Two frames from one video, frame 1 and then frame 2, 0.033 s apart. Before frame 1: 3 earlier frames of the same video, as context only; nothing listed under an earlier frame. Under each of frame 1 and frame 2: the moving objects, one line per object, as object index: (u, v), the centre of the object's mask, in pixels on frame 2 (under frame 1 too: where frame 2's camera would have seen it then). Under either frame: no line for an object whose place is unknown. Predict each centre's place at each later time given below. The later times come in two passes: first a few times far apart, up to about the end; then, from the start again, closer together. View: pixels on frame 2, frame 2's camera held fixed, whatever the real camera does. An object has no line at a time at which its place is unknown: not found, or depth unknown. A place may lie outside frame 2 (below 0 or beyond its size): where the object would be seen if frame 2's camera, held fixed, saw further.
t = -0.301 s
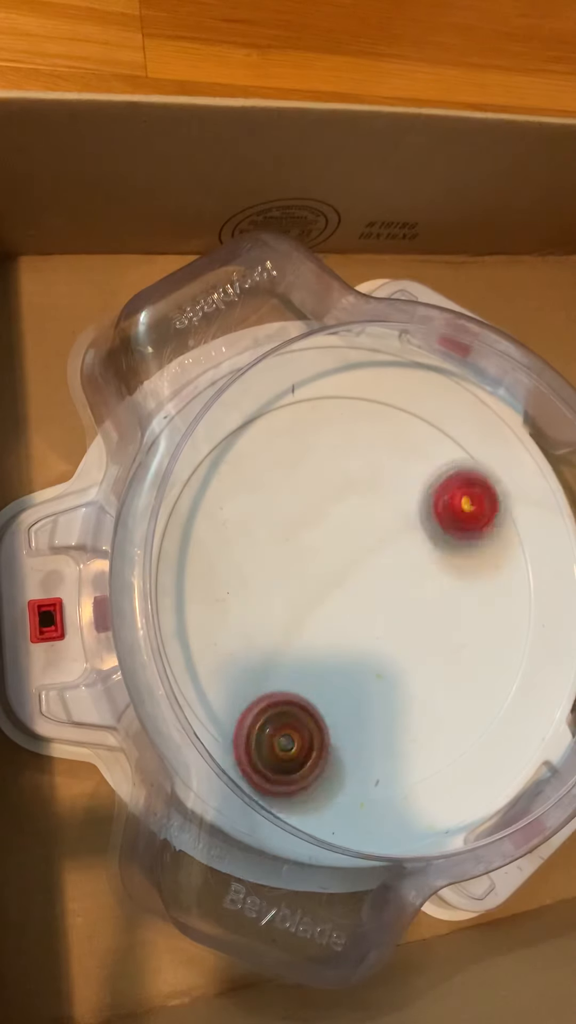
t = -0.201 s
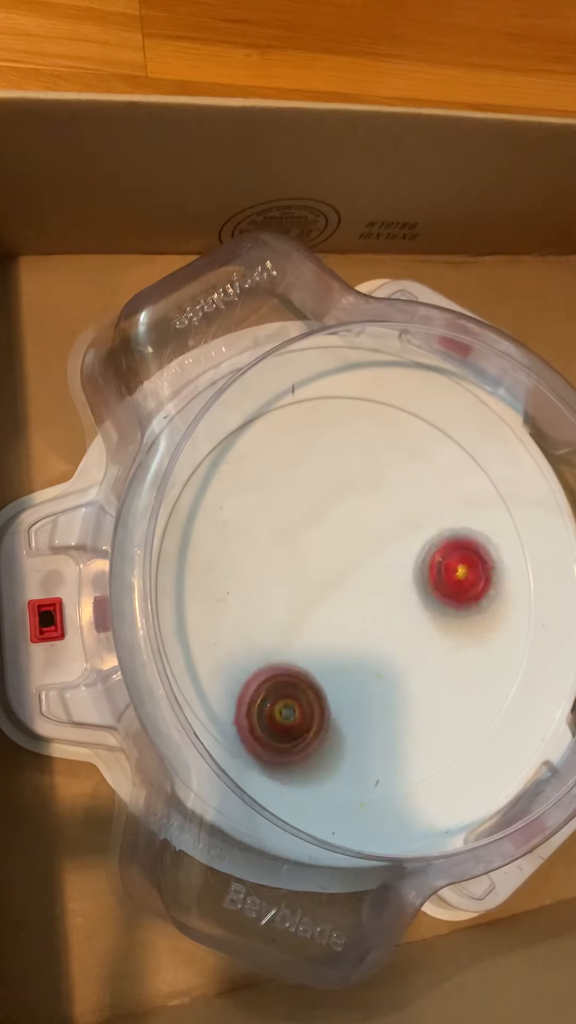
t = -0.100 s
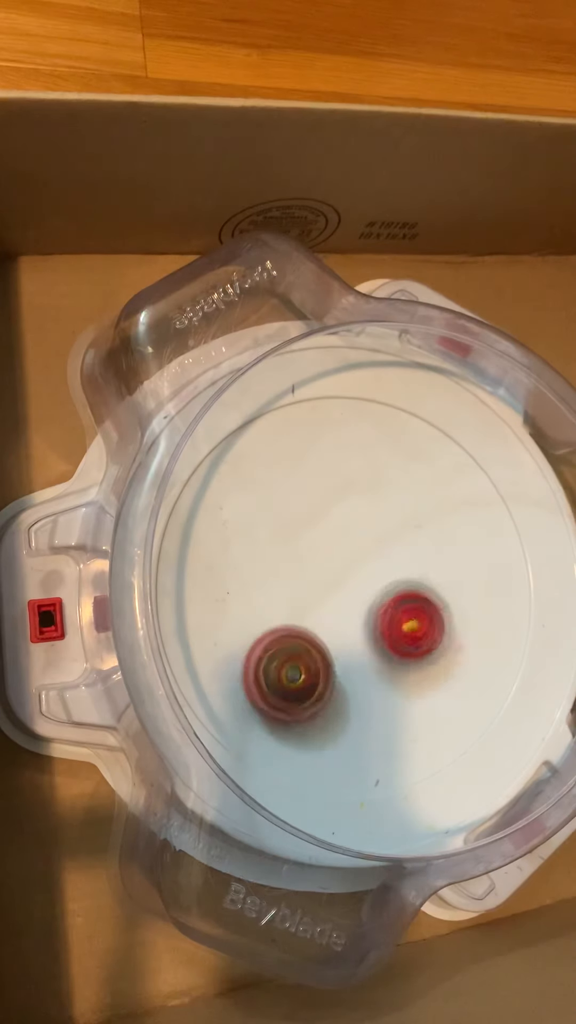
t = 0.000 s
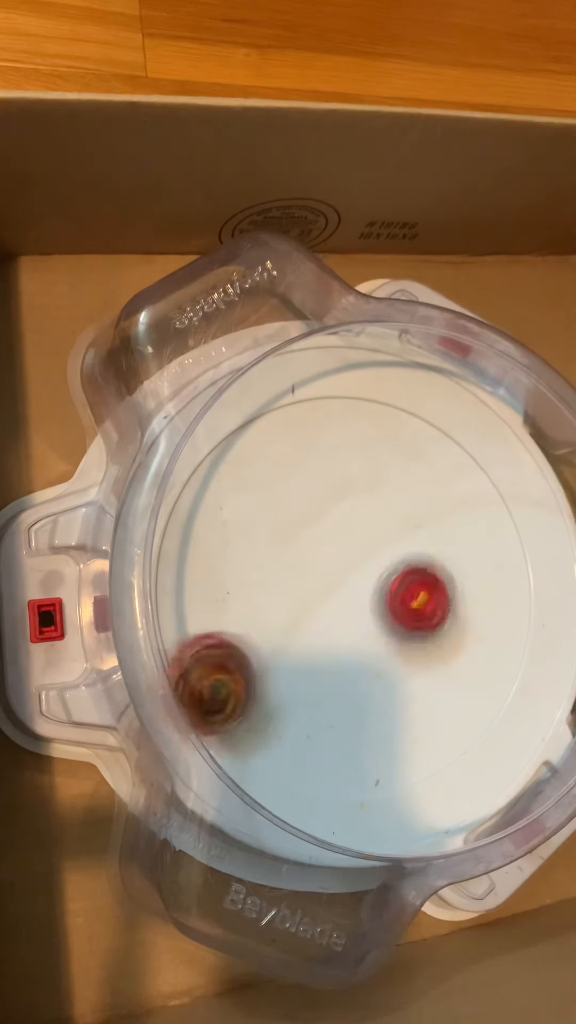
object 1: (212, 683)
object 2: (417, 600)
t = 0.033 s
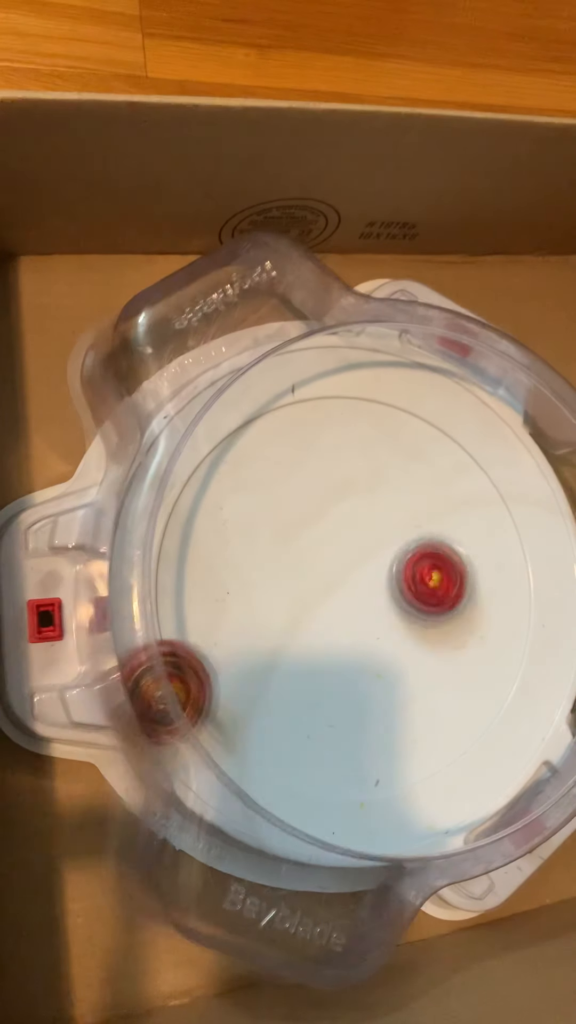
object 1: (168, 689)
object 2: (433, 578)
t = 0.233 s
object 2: (453, 568)
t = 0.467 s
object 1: (333, 508)
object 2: (417, 599)
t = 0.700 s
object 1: (356, 514)
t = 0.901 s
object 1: (377, 378)
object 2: (322, 674)
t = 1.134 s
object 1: (388, 501)
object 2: (331, 595)
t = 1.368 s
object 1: (390, 543)
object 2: (380, 648)
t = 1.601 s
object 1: (384, 569)
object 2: (348, 654)
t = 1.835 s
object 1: (390, 529)
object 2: (303, 643)
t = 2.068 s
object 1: (402, 518)
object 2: (340, 633)
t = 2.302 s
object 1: (393, 533)
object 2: (322, 656)
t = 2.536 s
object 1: (401, 516)
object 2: (339, 652)
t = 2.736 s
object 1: (421, 492)
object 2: (338, 673)
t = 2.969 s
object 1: (411, 517)
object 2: (370, 634)
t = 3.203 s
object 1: (386, 510)
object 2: (420, 650)
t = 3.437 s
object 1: (379, 545)
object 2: (395, 644)
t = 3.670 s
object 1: (350, 518)
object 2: (376, 627)
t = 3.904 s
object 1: (337, 505)
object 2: (397, 628)
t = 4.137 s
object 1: (357, 529)
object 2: (383, 630)
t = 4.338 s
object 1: (370, 533)
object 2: (374, 639)
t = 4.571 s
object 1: (376, 526)
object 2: (358, 618)
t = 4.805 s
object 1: (371, 520)
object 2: (359, 629)
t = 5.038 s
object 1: (358, 542)
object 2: (361, 655)
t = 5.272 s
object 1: (378, 571)
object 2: (353, 666)
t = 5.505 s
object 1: (393, 552)
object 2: (352, 666)
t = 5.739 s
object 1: (369, 554)
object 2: (362, 639)
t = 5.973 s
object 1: (338, 557)
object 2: (378, 641)
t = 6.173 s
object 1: (307, 597)
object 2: (398, 630)
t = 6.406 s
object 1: (308, 636)
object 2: (388, 603)
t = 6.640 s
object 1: (335, 657)
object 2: (364, 580)
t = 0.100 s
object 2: (452, 555)
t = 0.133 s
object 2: (456, 553)
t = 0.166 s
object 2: (458, 555)
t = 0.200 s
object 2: (457, 561)
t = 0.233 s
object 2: (453, 568)
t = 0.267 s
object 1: (278, 546)
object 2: (447, 574)
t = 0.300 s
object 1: (298, 536)
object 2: (438, 579)
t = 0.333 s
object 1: (316, 529)
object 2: (423, 580)
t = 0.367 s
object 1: (333, 526)
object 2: (411, 580)
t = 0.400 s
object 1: (336, 519)
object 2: (410, 583)
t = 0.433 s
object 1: (333, 511)
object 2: (416, 590)
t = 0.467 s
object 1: (333, 508)
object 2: (417, 599)
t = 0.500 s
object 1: (335, 508)
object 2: (415, 609)
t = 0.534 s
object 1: (339, 510)
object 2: (409, 616)
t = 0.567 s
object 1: (343, 512)
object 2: (399, 622)
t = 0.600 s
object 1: (347, 514)
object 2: (388, 623)
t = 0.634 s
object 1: (351, 515)
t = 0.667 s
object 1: (355, 518)
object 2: (365, 613)
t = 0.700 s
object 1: (356, 514)
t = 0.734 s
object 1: (355, 472)
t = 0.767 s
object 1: (360, 438)
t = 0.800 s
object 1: (361, 408)
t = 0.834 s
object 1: (371, 386)
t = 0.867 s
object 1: (374, 372)
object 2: (333, 675)
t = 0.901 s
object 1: (377, 378)
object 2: (322, 674)
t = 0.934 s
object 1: (382, 389)
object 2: (313, 667)
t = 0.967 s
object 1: (386, 403)
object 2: (305, 657)
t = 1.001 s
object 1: (387, 420)
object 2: (301, 644)
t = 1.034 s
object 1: (389, 439)
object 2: (304, 631)
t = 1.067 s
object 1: (389, 458)
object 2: (310, 617)
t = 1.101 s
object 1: (390, 479)
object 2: (319, 605)
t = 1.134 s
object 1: (388, 501)
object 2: (331, 595)
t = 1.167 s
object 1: (389, 518)
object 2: (343, 592)
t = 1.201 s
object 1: (394, 522)
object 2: (352, 600)
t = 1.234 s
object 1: (395, 525)
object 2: (360, 609)
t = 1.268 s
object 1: (395, 529)
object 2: (369, 618)
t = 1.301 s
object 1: (394, 533)
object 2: (376, 628)
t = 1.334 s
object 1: (392, 539)
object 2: (379, 638)
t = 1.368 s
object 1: (390, 543)
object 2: (380, 648)
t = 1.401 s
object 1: (389, 548)
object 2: (379, 656)
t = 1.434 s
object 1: (388, 552)
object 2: (375, 663)
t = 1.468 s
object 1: (386, 556)
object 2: (370, 666)
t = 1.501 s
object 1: (385, 561)
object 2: (363, 667)
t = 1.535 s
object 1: (384, 565)
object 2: (358, 664)
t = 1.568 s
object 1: (384, 568)
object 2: (353, 659)
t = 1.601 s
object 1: (384, 569)
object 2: (348, 654)
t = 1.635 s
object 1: (387, 553)
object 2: (340, 662)
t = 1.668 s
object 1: (390, 539)
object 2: (332, 668)
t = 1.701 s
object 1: (390, 531)
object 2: (324, 669)
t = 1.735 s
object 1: (391, 527)
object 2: (317, 667)
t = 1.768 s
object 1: (391, 525)
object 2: (309, 661)
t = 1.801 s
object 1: (391, 526)
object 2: (305, 653)
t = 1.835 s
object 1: (390, 529)
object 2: (303, 643)
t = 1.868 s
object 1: (389, 532)
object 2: (305, 631)
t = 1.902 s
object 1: (388, 535)
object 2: (311, 619)
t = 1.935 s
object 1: (387, 538)
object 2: (319, 608)
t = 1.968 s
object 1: (387, 540)
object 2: (329, 602)
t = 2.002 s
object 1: (392, 534)
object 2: (333, 609)
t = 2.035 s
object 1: (397, 524)
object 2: (338, 623)
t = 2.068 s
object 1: (402, 518)
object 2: (340, 633)
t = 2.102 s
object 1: (404, 514)
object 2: (339, 641)
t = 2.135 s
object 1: (403, 514)
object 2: (336, 648)
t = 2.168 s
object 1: (401, 516)
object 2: (334, 653)
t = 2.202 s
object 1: (400, 519)
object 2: (331, 658)
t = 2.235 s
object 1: (397, 524)
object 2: (327, 660)
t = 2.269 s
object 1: (395, 528)
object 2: (323, 659)
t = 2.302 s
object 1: (393, 533)
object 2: (322, 656)
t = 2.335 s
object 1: (391, 537)
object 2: (322, 651)
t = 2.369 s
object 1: (389, 541)
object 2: (322, 646)
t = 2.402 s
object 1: (388, 546)
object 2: (326, 640)
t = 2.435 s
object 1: (387, 550)
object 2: (330, 633)
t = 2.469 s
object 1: (386, 554)
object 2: (337, 625)
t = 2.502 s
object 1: (393, 537)
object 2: (337, 637)
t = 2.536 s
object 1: (401, 516)
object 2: (339, 652)
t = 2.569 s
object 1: (408, 503)
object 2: (340, 661)
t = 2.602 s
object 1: (412, 493)
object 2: (339, 668)
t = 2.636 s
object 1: (417, 490)
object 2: (340, 674)
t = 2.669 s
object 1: (419, 489)
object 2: (338, 677)
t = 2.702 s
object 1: (421, 490)
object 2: (337, 676)
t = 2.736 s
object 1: (421, 492)
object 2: (338, 673)
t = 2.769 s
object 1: (421, 494)
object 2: (340, 670)
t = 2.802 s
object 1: (421, 498)
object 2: (341, 665)
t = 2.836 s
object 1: (419, 501)
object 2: (344, 660)
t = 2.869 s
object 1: (418, 505)
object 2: (350, 653)
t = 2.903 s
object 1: (415, 509)
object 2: (356, 646)
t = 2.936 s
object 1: (414, 513)
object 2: (362, 639)
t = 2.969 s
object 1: (411, 517)
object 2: (370, 634)
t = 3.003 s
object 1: (410, 519)
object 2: (377, 629)
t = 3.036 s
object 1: (408, 523)
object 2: (386, 624)
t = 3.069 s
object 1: (406, 528)
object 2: (395, 619)
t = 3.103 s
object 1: (401, 521)
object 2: (403, 627)
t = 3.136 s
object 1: (395, 512)
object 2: (411, 636)
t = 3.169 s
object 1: (390, 509)
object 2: (416, 644)
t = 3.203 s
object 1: (386, 510)
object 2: (420, 650)
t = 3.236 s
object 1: (385, 514)
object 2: (421, 656)
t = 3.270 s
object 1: (383, 517)
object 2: (420, 659)
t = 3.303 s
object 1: (384, 521)
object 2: (417, 661)
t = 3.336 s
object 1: (382, 525)
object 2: (412, 659)
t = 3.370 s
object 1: (382, 531)
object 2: (407, 656)
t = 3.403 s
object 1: (380, 538)
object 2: (400, 650)
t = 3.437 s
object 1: (379, 545)
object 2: (395, 644)
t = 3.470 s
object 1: (375, 545)
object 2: (391, 643)
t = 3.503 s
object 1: (367, 531)
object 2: (392, 649)
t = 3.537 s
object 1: (361, 522)
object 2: (390, 649)
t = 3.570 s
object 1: (354, 516)
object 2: (386, 647)
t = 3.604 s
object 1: (351, 515)
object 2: (383, 641)
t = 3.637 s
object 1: (349, 516)
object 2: (379, 636)
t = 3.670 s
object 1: (350, 518)
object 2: (376, 627)
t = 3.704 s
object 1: (351, 519)
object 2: (375, 619)
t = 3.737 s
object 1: (351, 521)
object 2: (375, 610)
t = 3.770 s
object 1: (349, 515)
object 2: (380, 609)
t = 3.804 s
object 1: (344, 507)
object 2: (385, 613)
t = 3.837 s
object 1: (339, 503)
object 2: (391, 618)
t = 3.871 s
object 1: (337, 503)
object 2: (394, 623)
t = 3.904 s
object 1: (337, 505)
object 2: (397, 628)
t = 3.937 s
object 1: (339, 508)
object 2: (398, 633)
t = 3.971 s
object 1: (341, 510)
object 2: (399, 637)
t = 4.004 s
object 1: (344, 511)
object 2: (397, 639)
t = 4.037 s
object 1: (346, 514)
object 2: (395, 639)
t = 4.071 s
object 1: (349, 518)
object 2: (391, 638)
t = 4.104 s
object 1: (353, 524)
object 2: (388, 635)
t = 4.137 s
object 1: (357, 529)
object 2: (383, 630)
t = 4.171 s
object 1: (362, 535)
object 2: (381, 626)
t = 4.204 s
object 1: (364, 531)
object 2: (381, 629)
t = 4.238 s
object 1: (366, 531)
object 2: (379, 633)
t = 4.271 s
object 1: (368, 531)
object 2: (377, 636)
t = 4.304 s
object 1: (368, 531)
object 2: (376, 638)
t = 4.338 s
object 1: (370, 533)
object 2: (374, 639)
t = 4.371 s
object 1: (371, 533)
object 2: (371, 639)
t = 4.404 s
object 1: (373, 534)
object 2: (368, 636)
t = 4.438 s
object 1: (374, 533)
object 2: (366, 634)
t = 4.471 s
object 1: (375, 533)
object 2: (363, 630)
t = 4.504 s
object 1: (376, 534)
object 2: (360, 624)
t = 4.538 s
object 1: (376, 530)
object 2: (359, 620)
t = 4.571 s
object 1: (376, 526)
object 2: (358, 618)
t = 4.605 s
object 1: (375, 524)
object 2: (358, 614)
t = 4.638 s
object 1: (373, 524)
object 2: (359, 611)
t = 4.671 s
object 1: (375, 518)
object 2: (361, 616)
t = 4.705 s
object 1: (372, 514)
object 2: (361, 621)
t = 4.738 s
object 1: (370, 515)
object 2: (361, 624)
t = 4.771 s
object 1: (371, 517)
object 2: (360, 628)
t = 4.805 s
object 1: (371, 520)
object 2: (359, 629)
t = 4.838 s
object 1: (368, 524)
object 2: (357, 630)
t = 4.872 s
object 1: (368, 528)
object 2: (356, 630)
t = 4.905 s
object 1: (365, 535)
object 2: (356, 629)
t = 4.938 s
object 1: (362, 540)
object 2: (356, 633)
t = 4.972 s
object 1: (362, 536)
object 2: (361, 640)
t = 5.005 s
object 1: (359, 538)
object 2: (360, 648)
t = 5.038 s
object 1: (358, 542)
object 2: (361, 655)
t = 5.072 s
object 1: (360, 545)
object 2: (360, 661)
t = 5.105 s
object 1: (361, 549)
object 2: (359, 667)
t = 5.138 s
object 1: (362, 554)
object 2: (359, 671)
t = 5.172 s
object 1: (367, 559)
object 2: (358, 673)
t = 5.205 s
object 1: (370, 562)
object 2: (356, 673)
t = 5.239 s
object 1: (373, 566)
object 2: (354, 671)
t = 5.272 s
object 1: (378, 571)
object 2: (353, 666)
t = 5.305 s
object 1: (382, 572)
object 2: (353, 659)
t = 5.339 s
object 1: (385, 567)
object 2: (354, 662)
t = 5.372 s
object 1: (388, 561)
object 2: (356, 662)
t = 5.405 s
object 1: (390, 558)
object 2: (353, 662)
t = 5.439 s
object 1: (390, 557)
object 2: (353, 664)
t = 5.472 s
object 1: (391, 554)
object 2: (353, 665)
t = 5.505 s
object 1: (393, 552)
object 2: (352, 666)
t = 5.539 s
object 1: (392, 550)
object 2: (354, 664)
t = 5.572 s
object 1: (390, 550)
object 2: (353, 662)
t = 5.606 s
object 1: (386, 551)
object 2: (355, 658)
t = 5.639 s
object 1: (385, 551)
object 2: (357, 653)
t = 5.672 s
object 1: (380, 552)
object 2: (357, 647)
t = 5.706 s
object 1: (376, 553)
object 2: (359, 640)
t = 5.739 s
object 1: (369, 554)
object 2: (362, 639)
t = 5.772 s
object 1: (364, 551)
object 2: (367, 638)
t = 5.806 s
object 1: (357, 549)
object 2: (367, 638)
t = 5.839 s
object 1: (350, 544)
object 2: (370, 645)
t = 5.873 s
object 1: (343, 542)
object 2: (375, 645)
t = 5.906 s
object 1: (339, 546)
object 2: (374, 641)
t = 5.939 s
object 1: (339, 552)
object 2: (374, 642)
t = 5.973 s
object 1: (338, 557)
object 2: (378, 641)
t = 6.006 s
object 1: (334, 562)
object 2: (382, 637)
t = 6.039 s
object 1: (327, 566)
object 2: (391, 636)
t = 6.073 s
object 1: (320, 571)
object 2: (392, 634)
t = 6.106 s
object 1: (315, 578)
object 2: (393, 633)
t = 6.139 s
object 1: (311, 589)
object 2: (395, 633)
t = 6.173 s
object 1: (307, 597)
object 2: (398, 630)
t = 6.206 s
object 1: (304, 604)
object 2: (400, 624)
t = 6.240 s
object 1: (302, 611)
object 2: (400, 618)
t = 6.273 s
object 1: (300, 616)
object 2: (398, 611)
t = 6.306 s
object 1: (302, 622)
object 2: (393, 608)
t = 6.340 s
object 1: (304, 628)
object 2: (392, 607)
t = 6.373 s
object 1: (306, 632)
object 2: (390, 607)
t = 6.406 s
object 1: (308, 636)
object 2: (388, 603)
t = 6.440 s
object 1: (309, 644)
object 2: (388, 599)
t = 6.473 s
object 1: (309, 653)
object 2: (387, 589)
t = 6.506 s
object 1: (312, 657)
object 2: (383, 584)
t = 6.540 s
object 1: (318, 658)
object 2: (376, 581)
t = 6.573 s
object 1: (323, 658)
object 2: (370, 581)
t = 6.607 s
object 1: (329, 658)
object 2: (368, 583)
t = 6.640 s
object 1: (335, 657)
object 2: (364, 580)
